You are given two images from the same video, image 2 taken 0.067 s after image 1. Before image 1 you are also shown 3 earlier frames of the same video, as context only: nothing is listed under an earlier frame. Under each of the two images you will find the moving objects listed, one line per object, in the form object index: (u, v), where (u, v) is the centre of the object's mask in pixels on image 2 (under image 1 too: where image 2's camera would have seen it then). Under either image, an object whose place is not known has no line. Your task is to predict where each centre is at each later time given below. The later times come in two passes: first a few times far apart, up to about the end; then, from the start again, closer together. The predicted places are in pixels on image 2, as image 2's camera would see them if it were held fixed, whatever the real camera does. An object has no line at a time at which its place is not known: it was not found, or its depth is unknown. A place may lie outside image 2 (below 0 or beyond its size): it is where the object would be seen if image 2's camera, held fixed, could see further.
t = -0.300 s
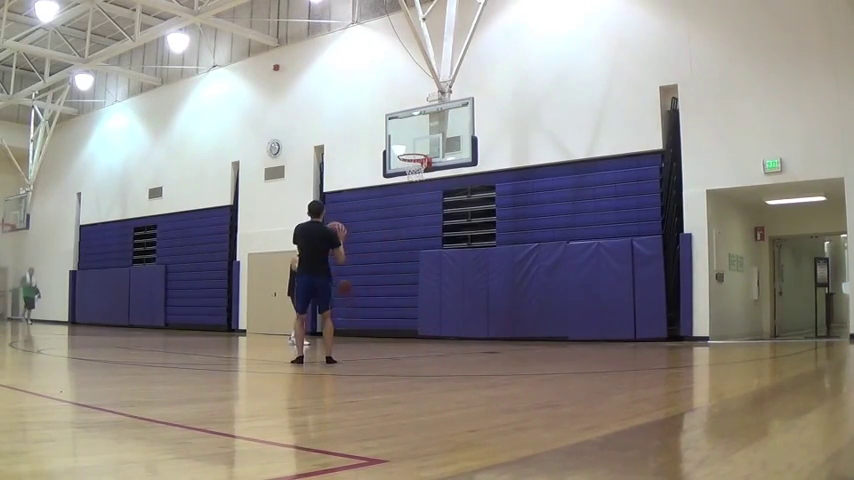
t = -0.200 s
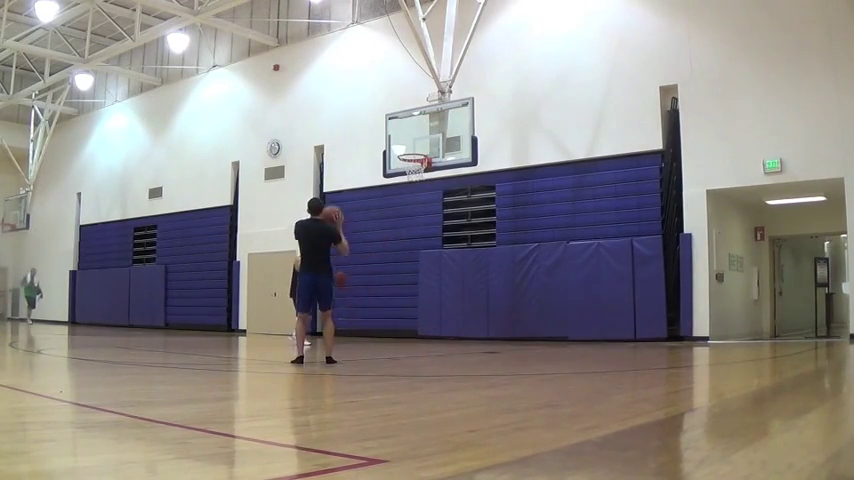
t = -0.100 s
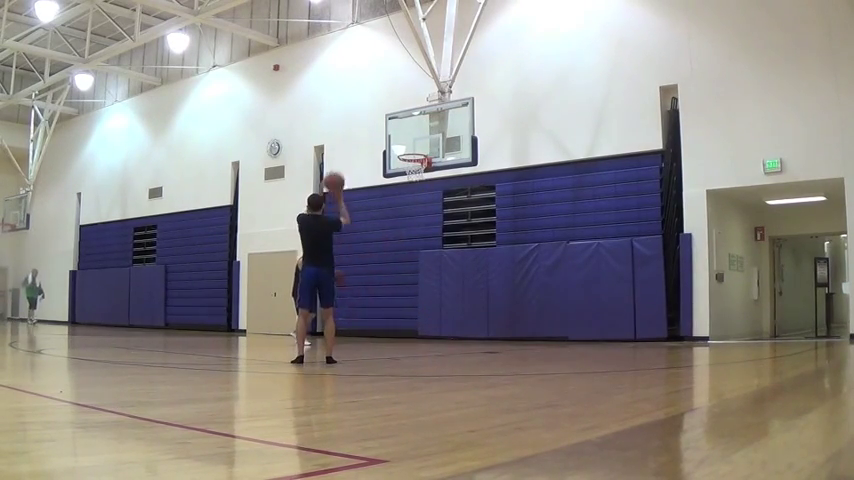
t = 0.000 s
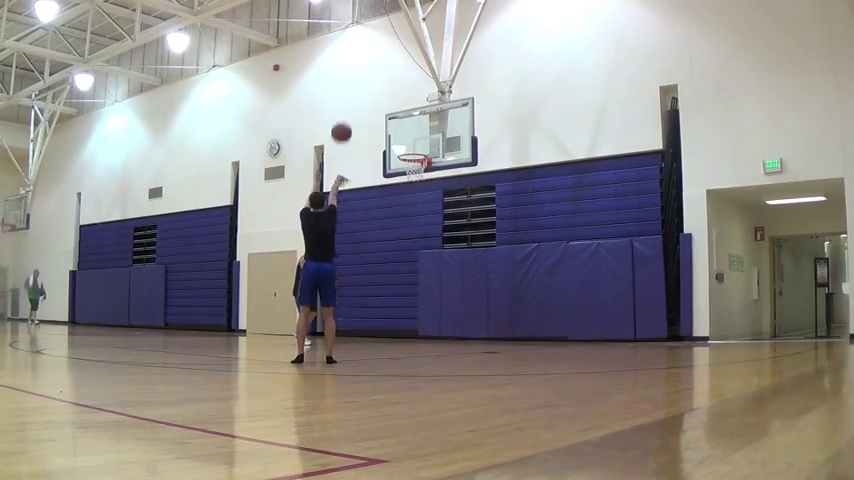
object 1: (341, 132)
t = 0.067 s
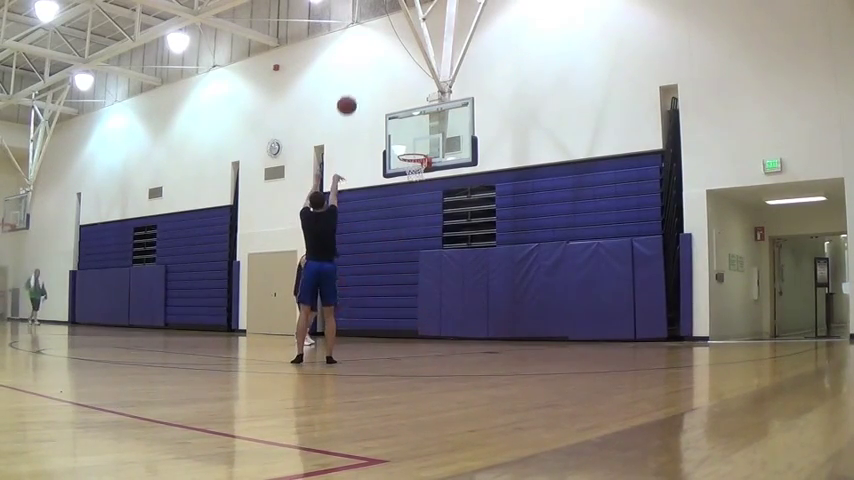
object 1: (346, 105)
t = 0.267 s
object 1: (361, 51)
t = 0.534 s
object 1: (377, 30)
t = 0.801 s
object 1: (390, 56)
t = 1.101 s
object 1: (404, 130)
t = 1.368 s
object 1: (414, 163)
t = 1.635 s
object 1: (411, 173)
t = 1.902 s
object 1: (409, 212)
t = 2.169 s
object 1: (407, 296)
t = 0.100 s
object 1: (349, 93)
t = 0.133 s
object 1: (351, 83)
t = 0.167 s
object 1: (354, 73)
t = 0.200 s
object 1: (356, 65)
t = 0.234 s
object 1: (359, 58)
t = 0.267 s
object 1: (361, 51)
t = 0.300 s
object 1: (363, 45)
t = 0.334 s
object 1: (365, 41)
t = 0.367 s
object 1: (367, 37)
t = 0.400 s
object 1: (369, 34)
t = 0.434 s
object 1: (371, 32)
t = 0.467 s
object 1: (373, 31)
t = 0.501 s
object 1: (375, 30)
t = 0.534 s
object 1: (377, 30)
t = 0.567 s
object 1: (379, 32)
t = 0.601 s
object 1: (380, 33)
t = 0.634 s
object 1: (382, 35)
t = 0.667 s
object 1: (384, 38)
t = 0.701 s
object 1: (386, 41)
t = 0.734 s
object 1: (387, 46)
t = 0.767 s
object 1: (389, 50)
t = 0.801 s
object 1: (390, 56)
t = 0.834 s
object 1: (392, 62)
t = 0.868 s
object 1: (394, 68)
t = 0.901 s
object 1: (395, 75)
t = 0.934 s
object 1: (396, 83)
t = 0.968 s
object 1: (398, 92)
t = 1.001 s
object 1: (399, 100)
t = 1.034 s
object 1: (401, 110)
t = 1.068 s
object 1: (402, 120)
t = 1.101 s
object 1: (404, 130)
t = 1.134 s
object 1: (405, 141)
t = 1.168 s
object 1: (406, 150)
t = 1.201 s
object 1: (409, 153)
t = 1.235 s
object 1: (412, 156)
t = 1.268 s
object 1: (414, 161)
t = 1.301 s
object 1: (414, 161)
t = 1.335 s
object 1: (414, 161)
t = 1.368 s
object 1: (414, 163)
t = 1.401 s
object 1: (414, 164)
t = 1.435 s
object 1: (413, 165)
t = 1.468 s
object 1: (412, 165)
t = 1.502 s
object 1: (412, 170)
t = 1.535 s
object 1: (412, 170)
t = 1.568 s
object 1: (411, 170)
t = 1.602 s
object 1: (411, 171)
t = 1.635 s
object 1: (411, 173)
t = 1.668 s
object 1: (411, 176)
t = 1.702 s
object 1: (410, 179)
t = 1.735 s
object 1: (410, 183)
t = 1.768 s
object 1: (410, 187)
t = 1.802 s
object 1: (410, 194)
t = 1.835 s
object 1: (409, 199)
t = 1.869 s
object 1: (409, 207)
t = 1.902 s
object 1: (409, 212)
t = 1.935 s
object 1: (408, 221)
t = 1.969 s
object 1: (408, 231)
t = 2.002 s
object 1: (408, 239)
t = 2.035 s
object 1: (408, 249)
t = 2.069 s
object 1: (408, 262)
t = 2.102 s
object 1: (408, 273)
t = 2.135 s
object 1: (408, 285)
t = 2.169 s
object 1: (407, 296)
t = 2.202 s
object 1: (407, 310)
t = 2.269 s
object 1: (406, 339)
